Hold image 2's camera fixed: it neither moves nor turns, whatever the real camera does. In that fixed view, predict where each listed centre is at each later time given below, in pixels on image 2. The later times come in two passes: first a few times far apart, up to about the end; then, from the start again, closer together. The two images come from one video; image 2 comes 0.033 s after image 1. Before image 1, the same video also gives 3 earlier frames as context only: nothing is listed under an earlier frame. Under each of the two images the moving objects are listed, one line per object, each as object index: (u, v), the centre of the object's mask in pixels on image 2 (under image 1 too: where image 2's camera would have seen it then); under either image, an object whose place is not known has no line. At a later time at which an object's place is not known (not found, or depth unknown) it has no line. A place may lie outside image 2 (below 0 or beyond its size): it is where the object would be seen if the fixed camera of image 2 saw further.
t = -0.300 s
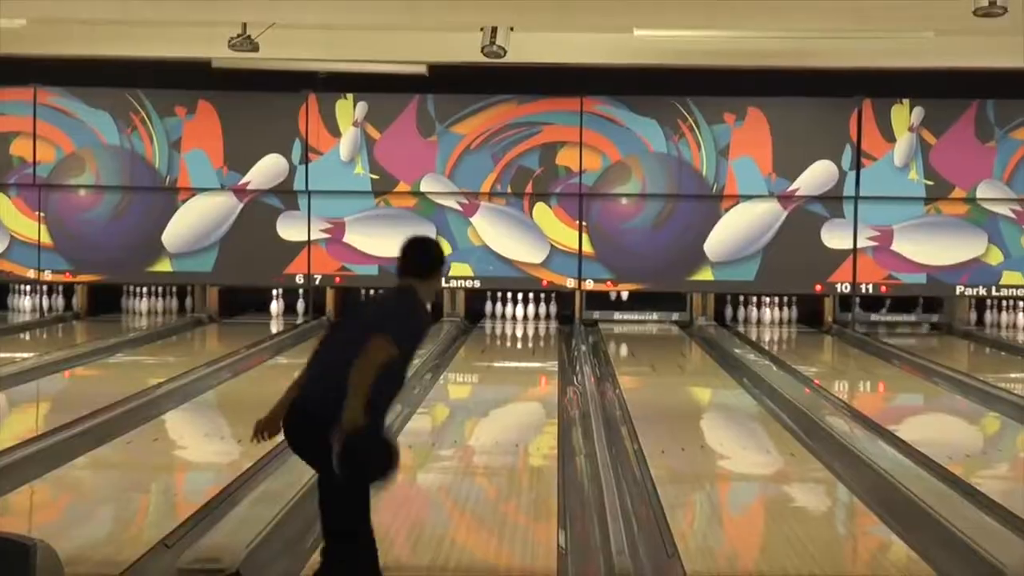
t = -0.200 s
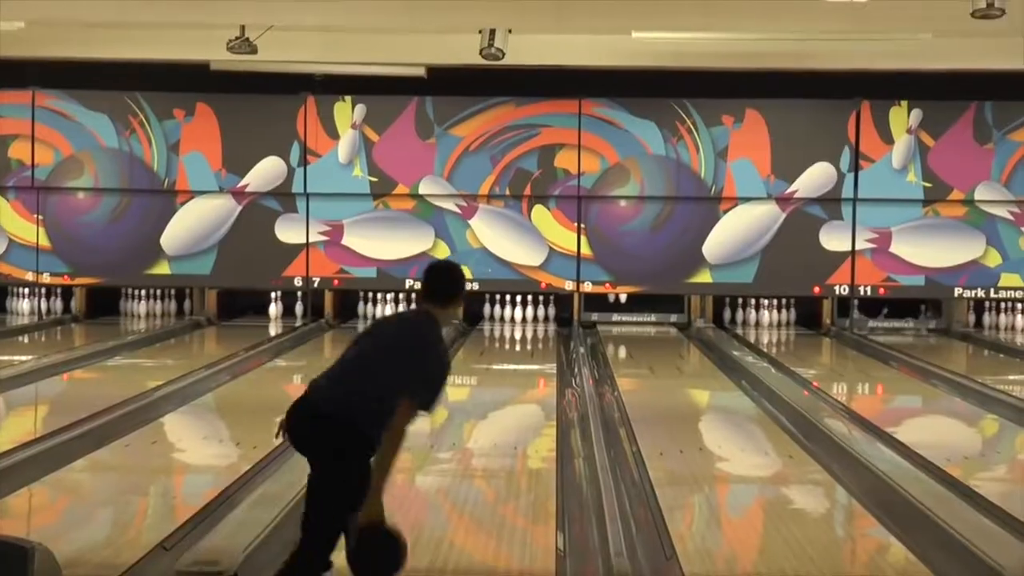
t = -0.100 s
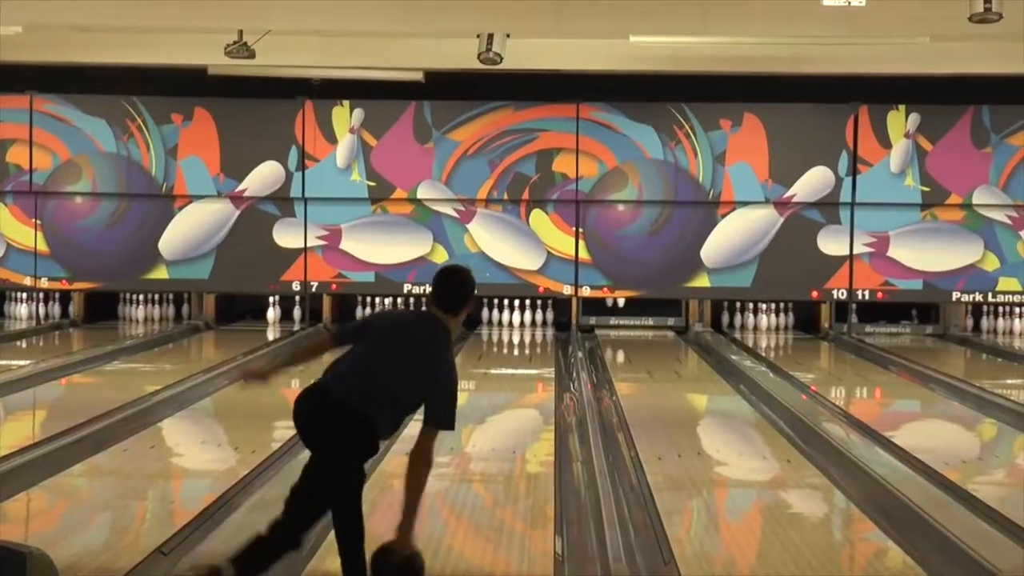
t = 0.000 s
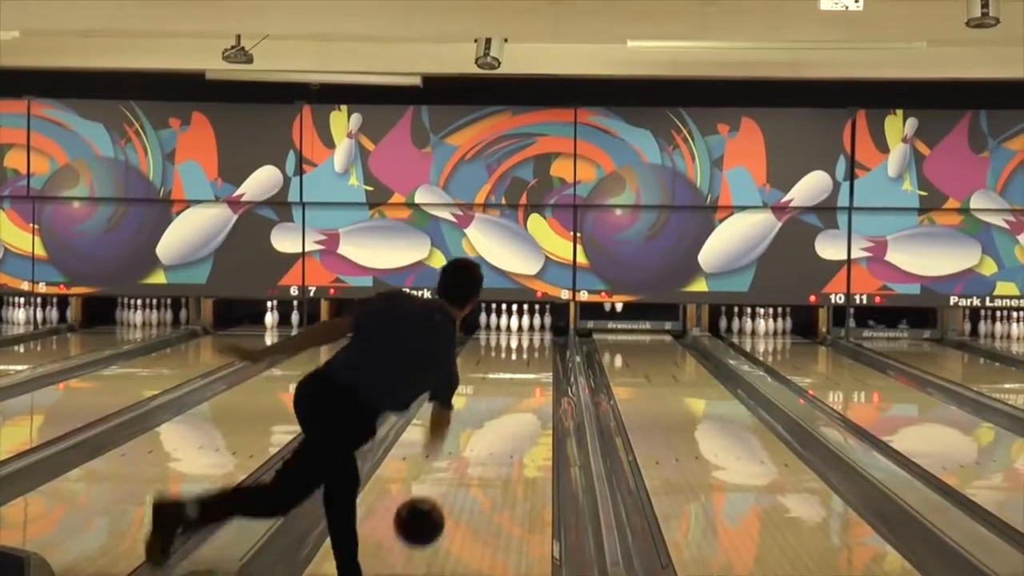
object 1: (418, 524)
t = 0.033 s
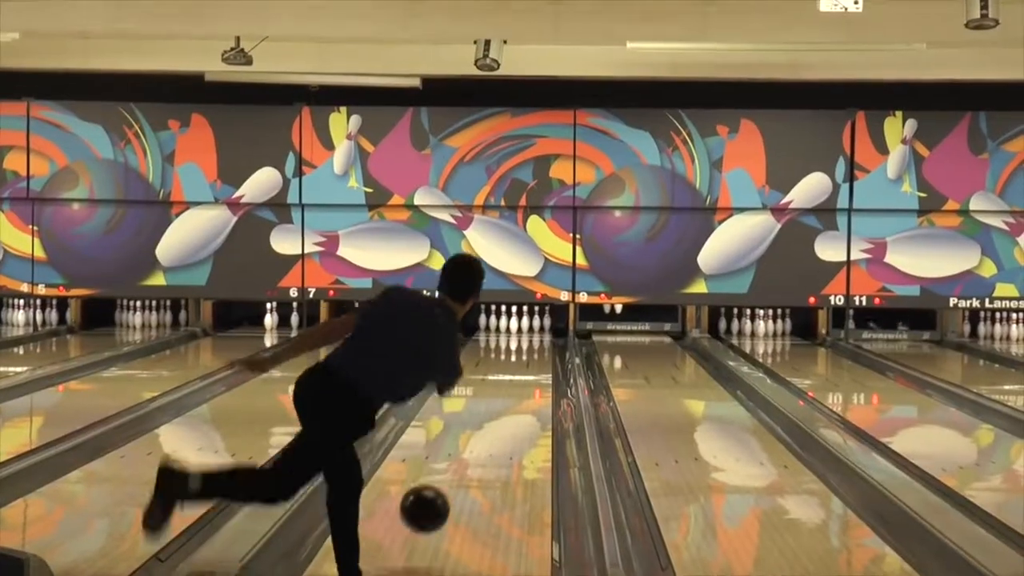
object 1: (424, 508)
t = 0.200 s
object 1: (450, 475)
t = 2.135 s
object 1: (544, 347)
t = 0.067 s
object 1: (431, 496)
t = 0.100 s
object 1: (436, 487)
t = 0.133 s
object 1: (441, 479)
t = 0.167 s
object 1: (446, 476)
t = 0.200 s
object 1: (450, 475)
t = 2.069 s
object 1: (545, 349)
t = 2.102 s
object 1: (545, 348)
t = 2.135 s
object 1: (544, 347)
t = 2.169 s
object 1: (544, 346)
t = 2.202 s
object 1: (543, 345)
